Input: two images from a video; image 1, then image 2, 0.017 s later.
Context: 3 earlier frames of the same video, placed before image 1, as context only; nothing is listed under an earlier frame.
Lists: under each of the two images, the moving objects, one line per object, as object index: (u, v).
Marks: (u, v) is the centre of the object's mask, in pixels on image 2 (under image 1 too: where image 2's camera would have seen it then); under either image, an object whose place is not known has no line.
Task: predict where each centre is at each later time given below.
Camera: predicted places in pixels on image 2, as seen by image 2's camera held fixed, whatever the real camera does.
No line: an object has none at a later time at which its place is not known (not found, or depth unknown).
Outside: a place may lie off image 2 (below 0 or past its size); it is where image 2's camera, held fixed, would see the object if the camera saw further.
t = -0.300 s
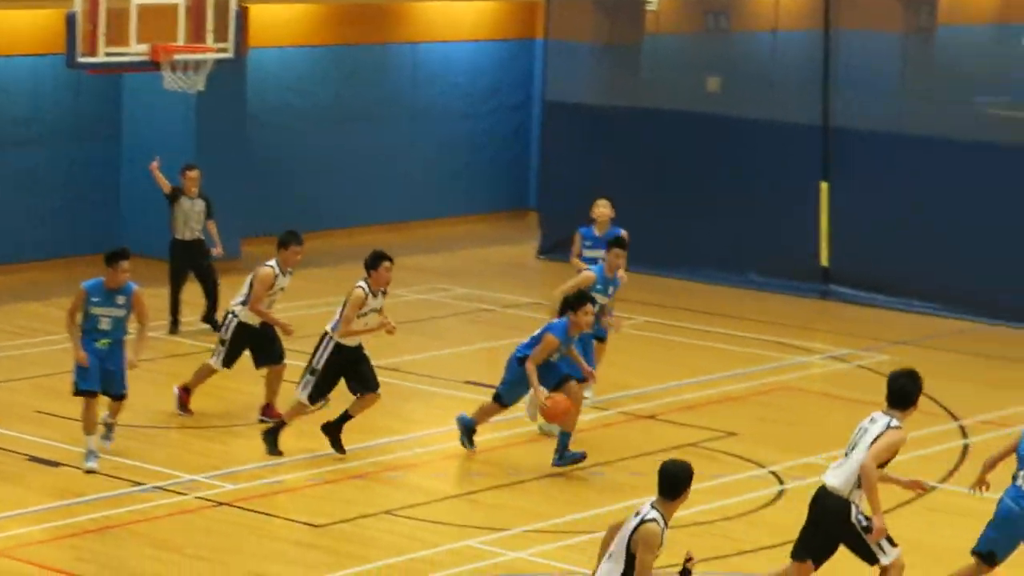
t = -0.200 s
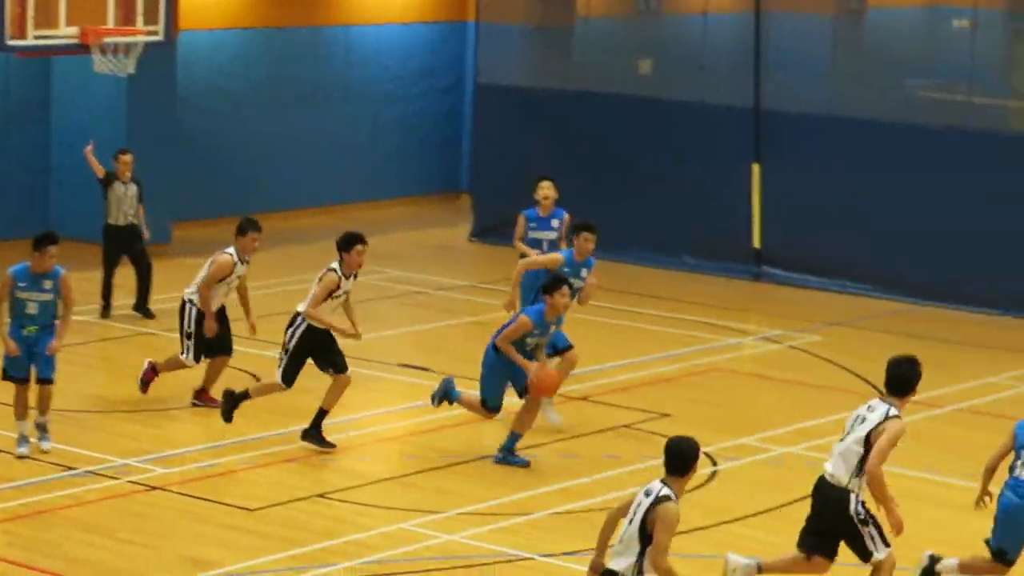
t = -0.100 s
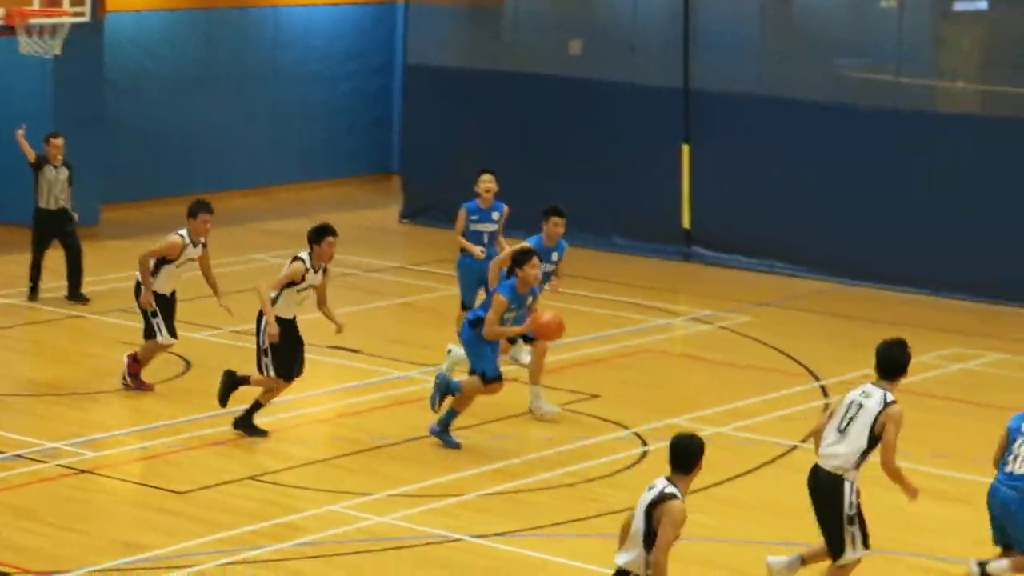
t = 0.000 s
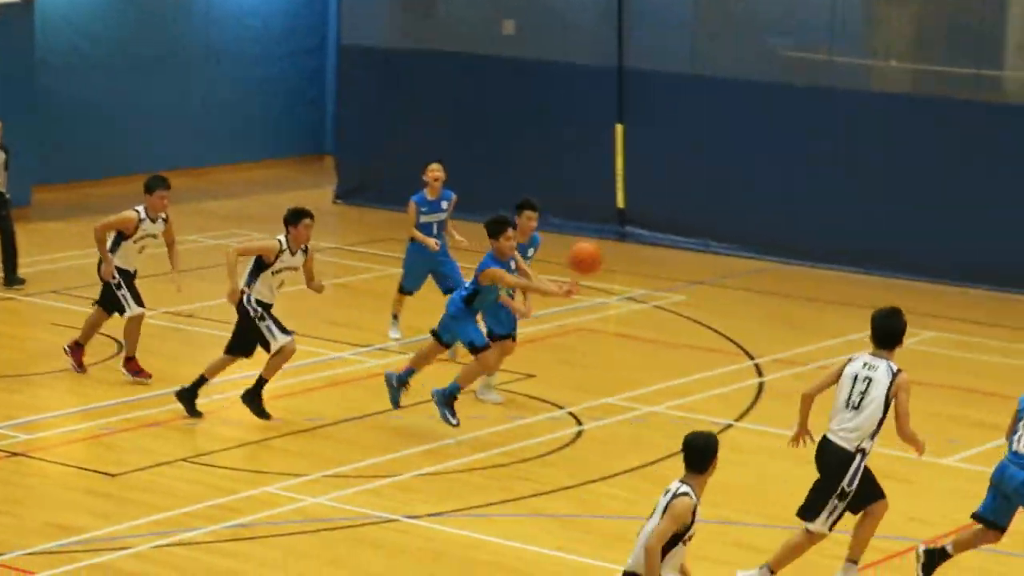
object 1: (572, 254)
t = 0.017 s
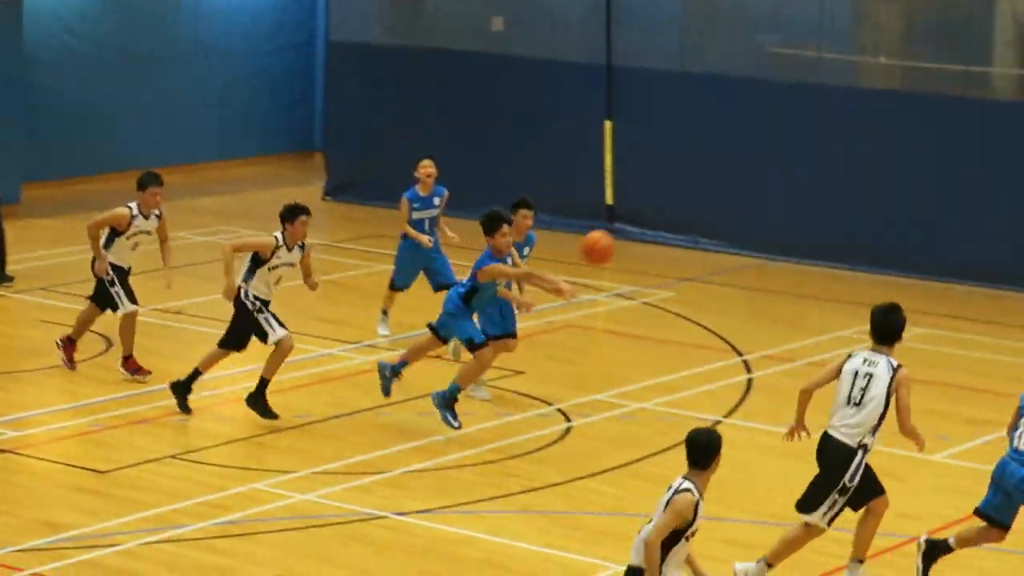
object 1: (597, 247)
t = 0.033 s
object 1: (623, 240)
